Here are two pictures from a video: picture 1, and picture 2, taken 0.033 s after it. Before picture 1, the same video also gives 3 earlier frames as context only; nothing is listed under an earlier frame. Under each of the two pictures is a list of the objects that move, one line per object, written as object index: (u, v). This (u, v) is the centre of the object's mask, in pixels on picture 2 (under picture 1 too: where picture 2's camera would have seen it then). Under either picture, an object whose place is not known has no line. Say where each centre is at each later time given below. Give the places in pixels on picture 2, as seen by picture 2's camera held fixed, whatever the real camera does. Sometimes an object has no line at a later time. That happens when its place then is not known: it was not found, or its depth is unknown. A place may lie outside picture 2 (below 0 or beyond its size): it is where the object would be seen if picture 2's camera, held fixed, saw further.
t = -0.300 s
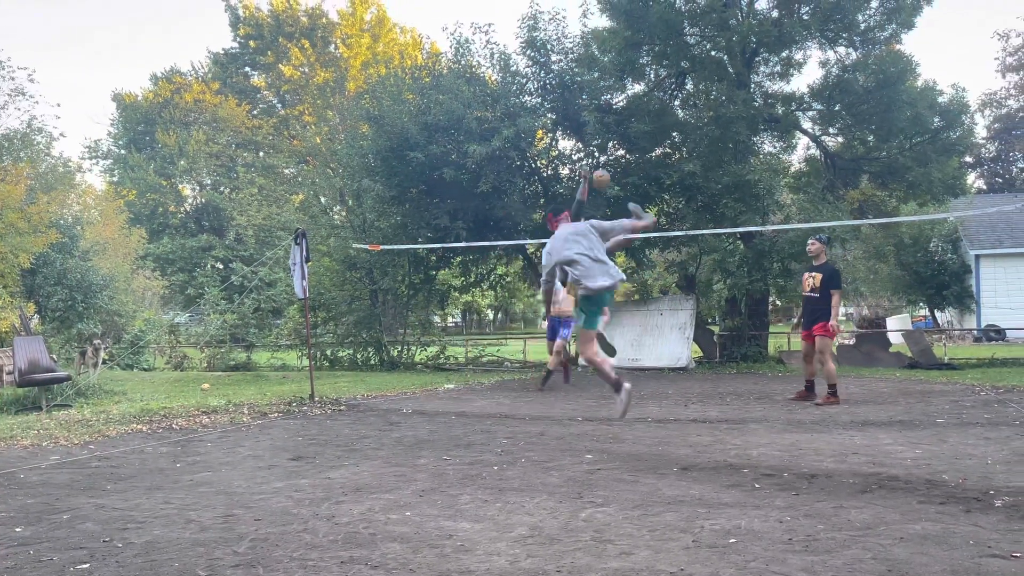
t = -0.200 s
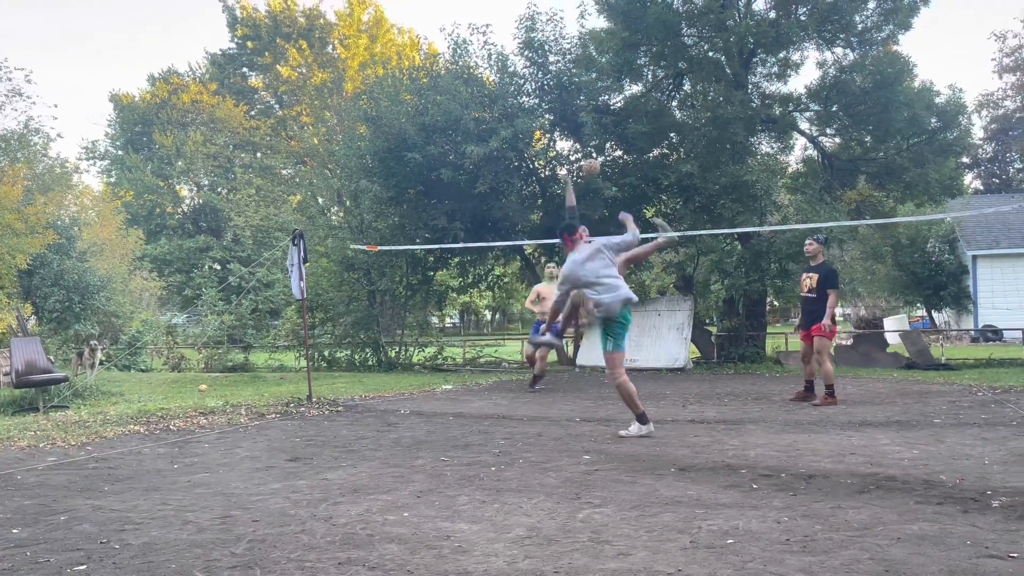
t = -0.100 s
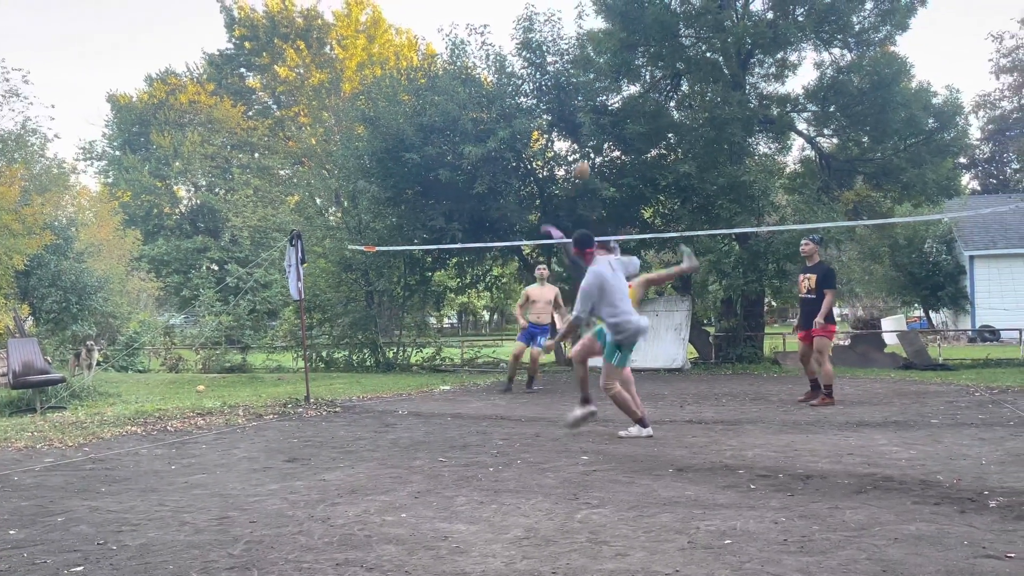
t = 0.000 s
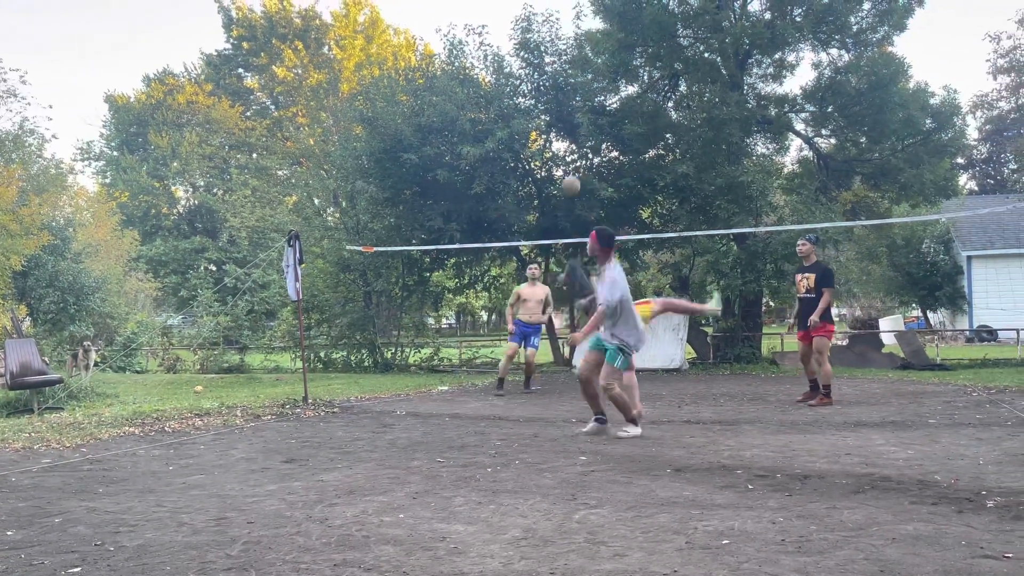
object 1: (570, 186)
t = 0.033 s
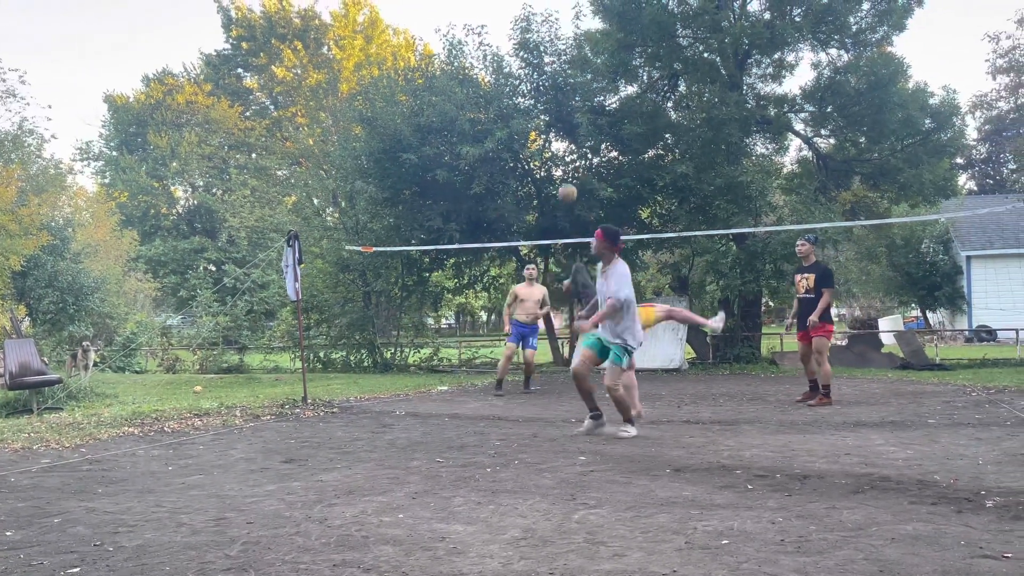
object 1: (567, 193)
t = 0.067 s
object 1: (564, 203)
